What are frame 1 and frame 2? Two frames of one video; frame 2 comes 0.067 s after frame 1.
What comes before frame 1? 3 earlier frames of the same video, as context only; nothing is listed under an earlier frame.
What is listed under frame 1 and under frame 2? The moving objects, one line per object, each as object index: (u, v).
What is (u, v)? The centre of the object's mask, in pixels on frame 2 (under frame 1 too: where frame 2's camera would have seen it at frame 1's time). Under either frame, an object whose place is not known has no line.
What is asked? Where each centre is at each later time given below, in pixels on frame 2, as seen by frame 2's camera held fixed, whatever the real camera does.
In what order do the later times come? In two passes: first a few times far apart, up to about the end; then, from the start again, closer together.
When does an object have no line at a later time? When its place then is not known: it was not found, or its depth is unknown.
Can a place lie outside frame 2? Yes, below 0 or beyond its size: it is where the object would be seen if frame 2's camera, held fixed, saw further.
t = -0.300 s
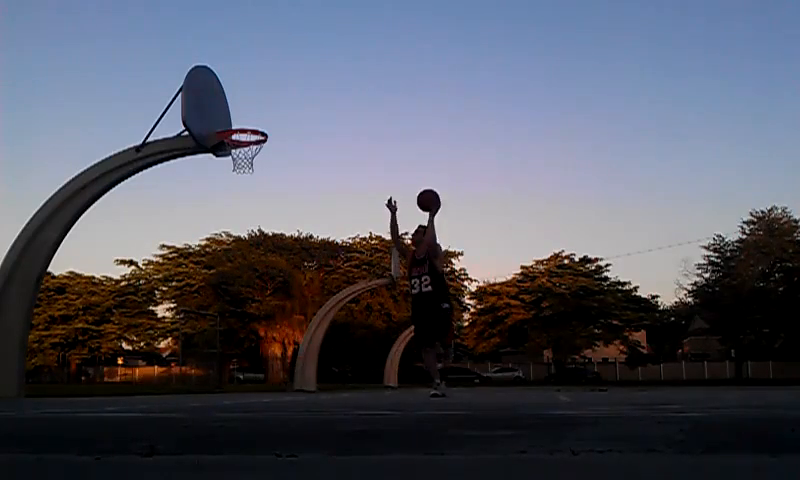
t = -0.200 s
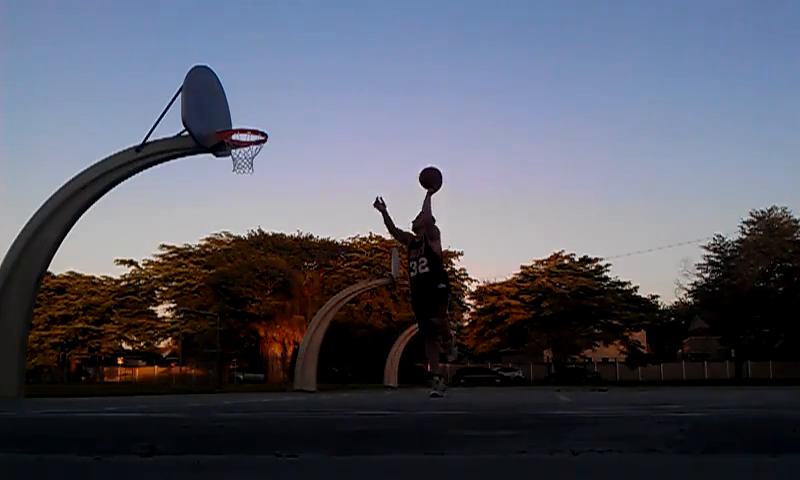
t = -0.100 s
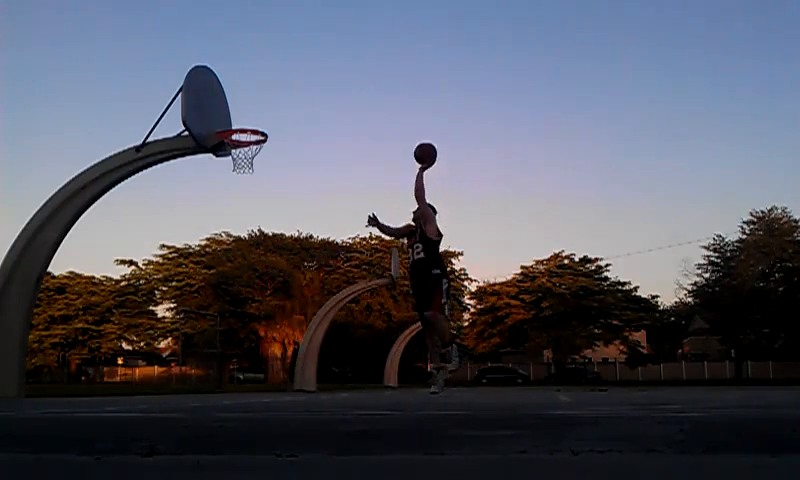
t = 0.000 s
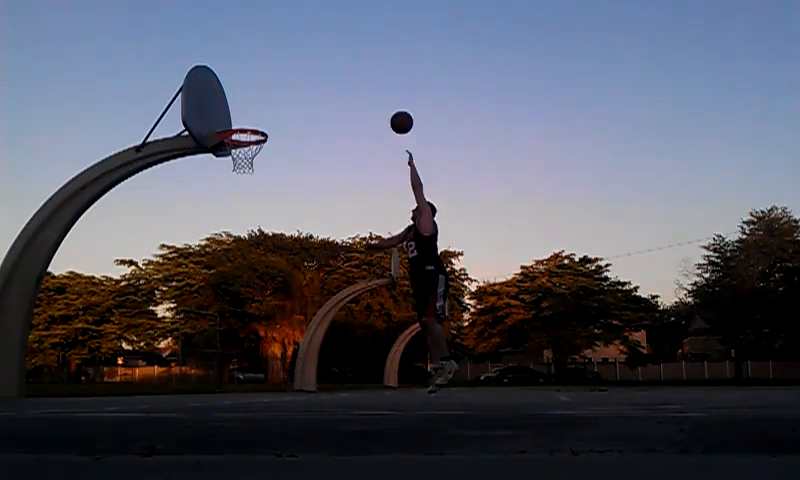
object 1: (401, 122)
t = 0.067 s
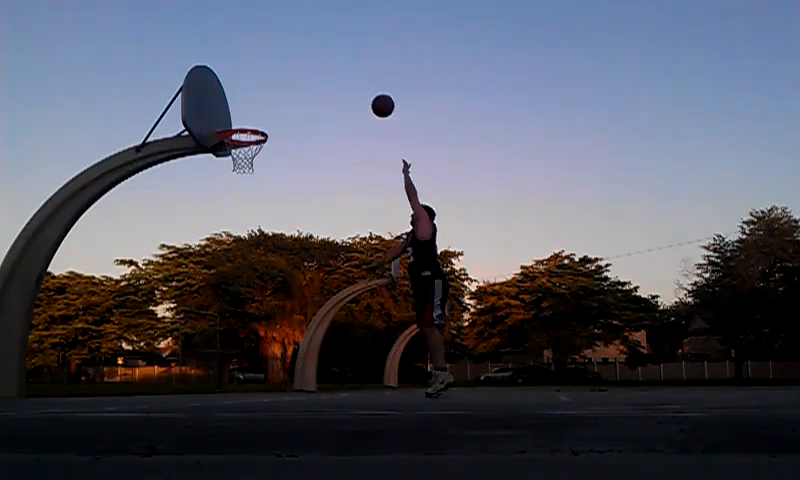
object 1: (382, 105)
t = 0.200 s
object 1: (346, 83)
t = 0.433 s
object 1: (285, 84)
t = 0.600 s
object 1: (241, 113)
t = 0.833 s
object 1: (247, 88)
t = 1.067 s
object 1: (272, 78)
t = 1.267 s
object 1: (294, 106)
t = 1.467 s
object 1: (315, 172)
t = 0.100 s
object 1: (373, 99)
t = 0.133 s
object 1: (364, 93)
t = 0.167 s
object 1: (355, 88)
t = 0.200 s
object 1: (346, 83)
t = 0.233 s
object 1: (337, 81)
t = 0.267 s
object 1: (328, 79)
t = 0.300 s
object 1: (320, 78)
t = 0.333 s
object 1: (311, 78)
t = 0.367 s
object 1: (302, 79)
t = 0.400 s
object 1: (293, 81)
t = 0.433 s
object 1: (285, 84)
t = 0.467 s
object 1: (276, 88)
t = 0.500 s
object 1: (267, 93)
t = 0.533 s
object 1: (258, 99)
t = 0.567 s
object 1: (250, 106)
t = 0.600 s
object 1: (241, 113)
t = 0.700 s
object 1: (233, 115)
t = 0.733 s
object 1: (236, 107)
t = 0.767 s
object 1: (240, 100)
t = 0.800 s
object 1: (244, 94)
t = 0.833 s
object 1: (247, 88)
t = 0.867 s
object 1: (251, 84)
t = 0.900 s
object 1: (254, 81)
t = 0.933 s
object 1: (258, 78)
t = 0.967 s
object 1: (261, 76)
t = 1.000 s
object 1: (265, 76)
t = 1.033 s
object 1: (269, 76)
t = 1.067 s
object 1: (272, 78)
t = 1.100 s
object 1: (276, 80)
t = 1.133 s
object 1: (279, 83)
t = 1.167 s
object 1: (283, 87)
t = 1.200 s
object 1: (287, 93)
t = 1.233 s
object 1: (290, 99)
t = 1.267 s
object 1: (294, 106)
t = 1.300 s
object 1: (297, 115)
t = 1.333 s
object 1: (301, 124)
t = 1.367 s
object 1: (304, 135)
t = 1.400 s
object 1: (308, 146)
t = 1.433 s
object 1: (311, 159)
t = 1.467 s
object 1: (315, 172)
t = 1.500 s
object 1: (318, 187)
